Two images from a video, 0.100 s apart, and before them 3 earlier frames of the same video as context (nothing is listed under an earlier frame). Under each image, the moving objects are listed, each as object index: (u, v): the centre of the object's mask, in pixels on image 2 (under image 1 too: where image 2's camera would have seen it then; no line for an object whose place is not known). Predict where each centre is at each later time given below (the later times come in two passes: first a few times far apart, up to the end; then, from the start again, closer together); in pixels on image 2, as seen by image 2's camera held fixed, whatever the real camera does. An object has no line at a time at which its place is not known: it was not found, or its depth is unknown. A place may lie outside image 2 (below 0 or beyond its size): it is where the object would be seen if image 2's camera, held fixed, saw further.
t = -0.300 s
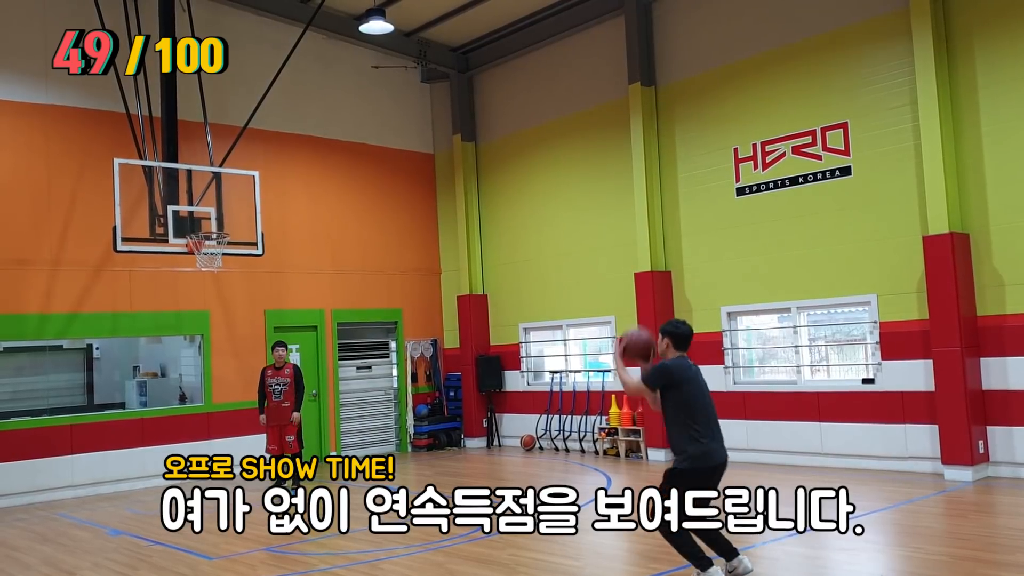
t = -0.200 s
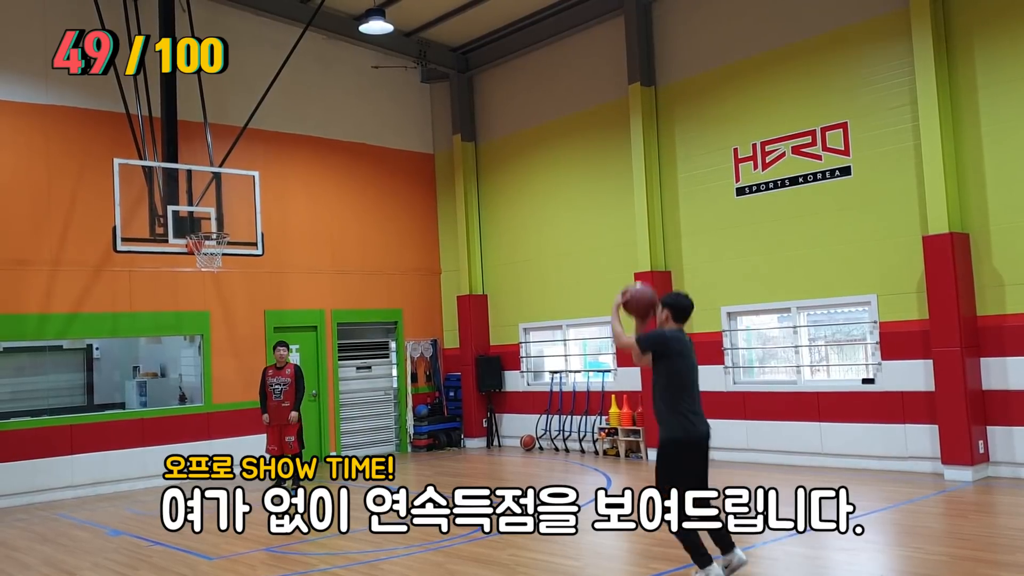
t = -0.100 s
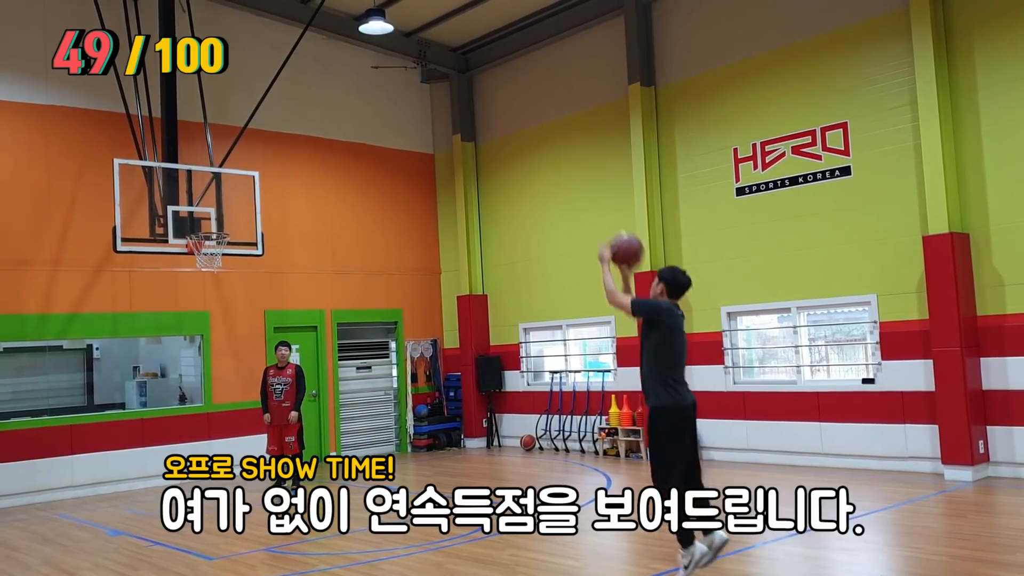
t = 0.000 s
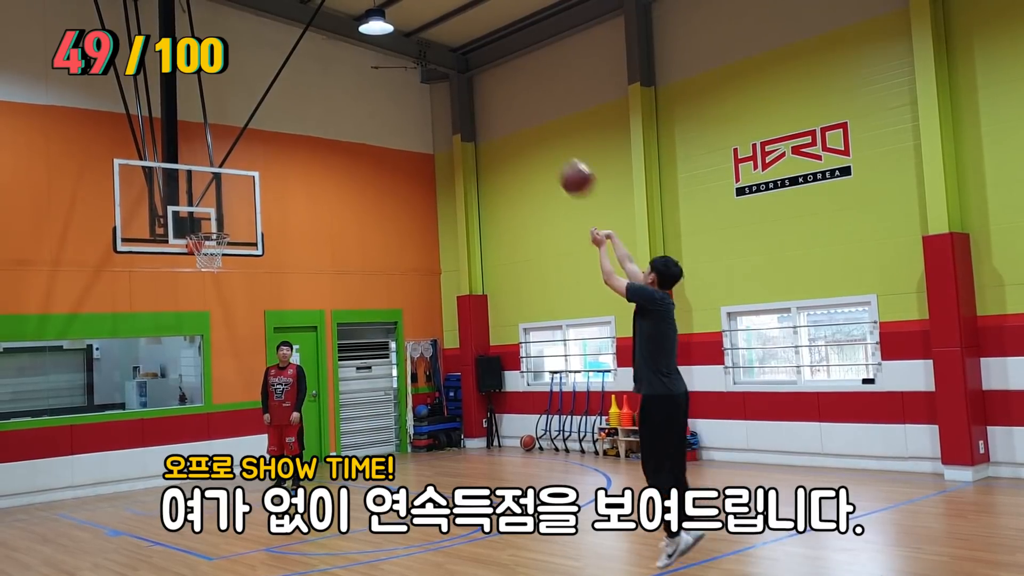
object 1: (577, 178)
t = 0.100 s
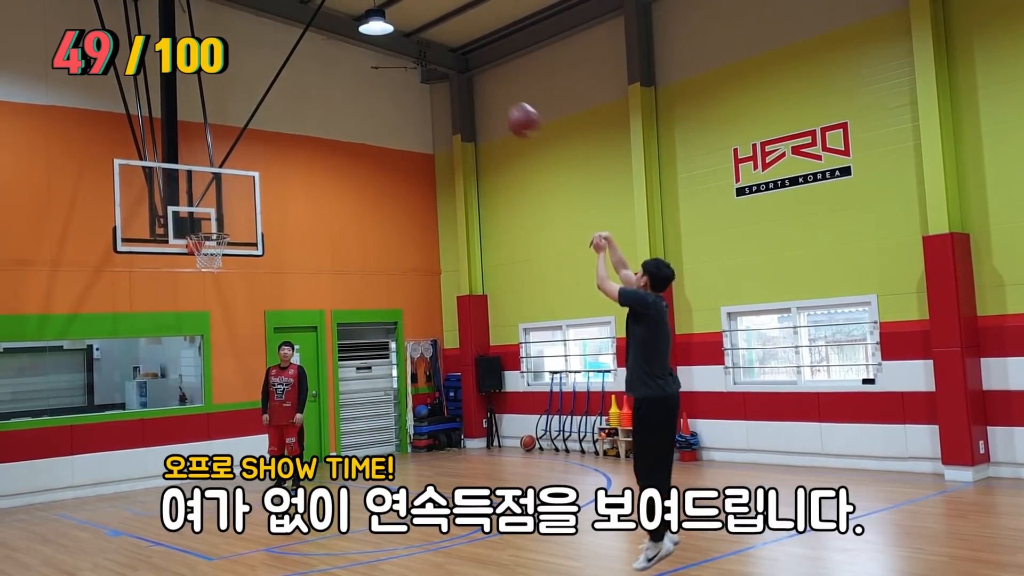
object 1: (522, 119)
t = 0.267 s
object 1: (448, 61)
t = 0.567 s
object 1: (344, 44)
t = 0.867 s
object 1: (268, 111)
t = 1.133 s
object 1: (214, 221)
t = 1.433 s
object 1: (213, 279)
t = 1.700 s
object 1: (234, 367)
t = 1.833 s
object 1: (245, 435)
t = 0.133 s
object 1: (506, 105)
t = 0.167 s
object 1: (491, 91)
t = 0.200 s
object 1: (475, 79)
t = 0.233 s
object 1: (462, 70)
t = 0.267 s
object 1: (448, 61)
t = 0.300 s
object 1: (435, 54)
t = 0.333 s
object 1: (422, 49)
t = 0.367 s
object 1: (410, 45)
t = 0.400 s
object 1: (399, 42)
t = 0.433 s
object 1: (386, 40)
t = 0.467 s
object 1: (375, 40)
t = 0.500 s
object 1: (363, 40)
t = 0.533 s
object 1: (354, 41)
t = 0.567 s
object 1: (344, 44)
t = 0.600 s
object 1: (333, 49)
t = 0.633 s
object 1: (324, 52)
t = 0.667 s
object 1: (315, 58)
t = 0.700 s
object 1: (307, 65)
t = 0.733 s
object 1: (298, 73)
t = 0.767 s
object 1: (290, 81)
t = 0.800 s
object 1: (282, 90)
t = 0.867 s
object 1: (268, 111)
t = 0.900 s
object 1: (260, 121)
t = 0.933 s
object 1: (252, 133)
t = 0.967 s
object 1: (246, 146)
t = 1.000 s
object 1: (240, 160)
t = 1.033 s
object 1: (232, 174)
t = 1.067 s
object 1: (226, 188)
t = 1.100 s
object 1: (219, 204)
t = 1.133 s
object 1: (214, 221)
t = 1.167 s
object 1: (208, 239)
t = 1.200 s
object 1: (202, 253)
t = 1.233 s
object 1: (200, 256)
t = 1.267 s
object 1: (203, 258)
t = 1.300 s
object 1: (204, 260)
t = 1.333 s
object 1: (207, 264)
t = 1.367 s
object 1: (209, 270)
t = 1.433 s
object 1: (213, 279)
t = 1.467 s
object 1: (216, 287)
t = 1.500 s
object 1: (219, 295)
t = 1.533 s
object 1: (221, 305)
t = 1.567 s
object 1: (223, 315)
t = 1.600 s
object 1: (226, 327)
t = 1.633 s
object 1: (229, 339)
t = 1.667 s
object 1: (231, 352)
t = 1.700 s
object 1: (234, 367)
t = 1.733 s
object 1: (236, 382)
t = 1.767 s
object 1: (239, 399)
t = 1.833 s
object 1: (245, 435)
